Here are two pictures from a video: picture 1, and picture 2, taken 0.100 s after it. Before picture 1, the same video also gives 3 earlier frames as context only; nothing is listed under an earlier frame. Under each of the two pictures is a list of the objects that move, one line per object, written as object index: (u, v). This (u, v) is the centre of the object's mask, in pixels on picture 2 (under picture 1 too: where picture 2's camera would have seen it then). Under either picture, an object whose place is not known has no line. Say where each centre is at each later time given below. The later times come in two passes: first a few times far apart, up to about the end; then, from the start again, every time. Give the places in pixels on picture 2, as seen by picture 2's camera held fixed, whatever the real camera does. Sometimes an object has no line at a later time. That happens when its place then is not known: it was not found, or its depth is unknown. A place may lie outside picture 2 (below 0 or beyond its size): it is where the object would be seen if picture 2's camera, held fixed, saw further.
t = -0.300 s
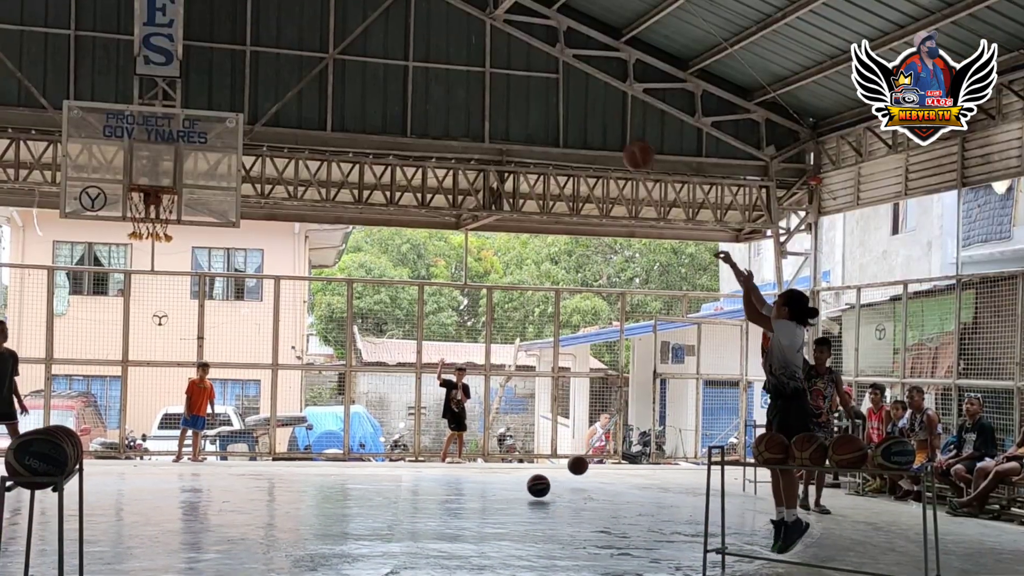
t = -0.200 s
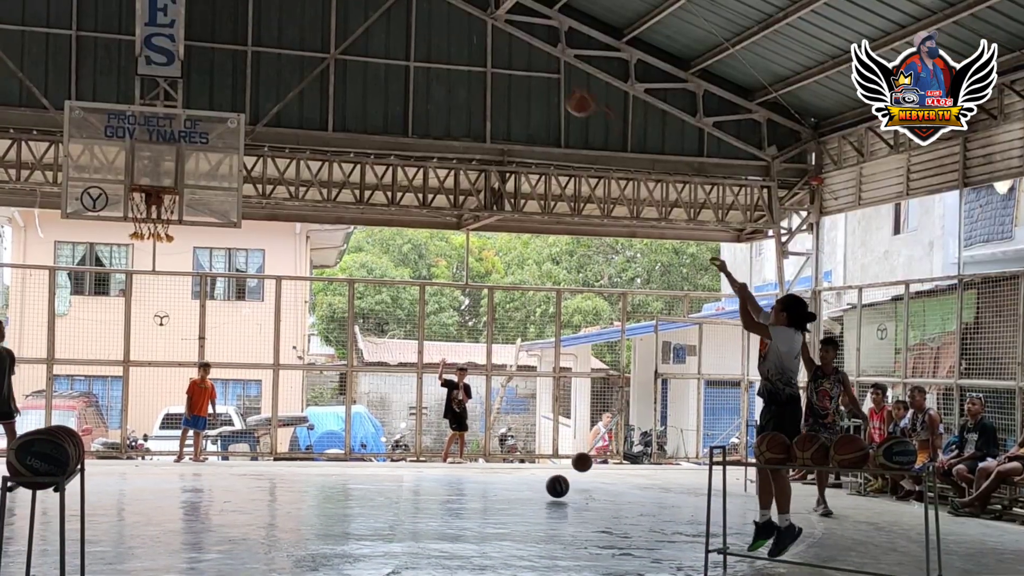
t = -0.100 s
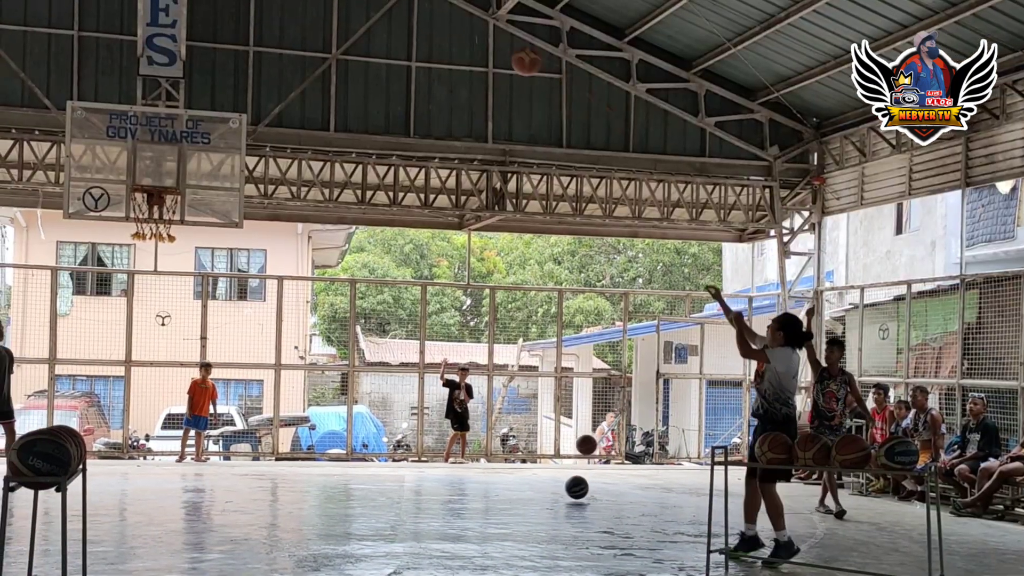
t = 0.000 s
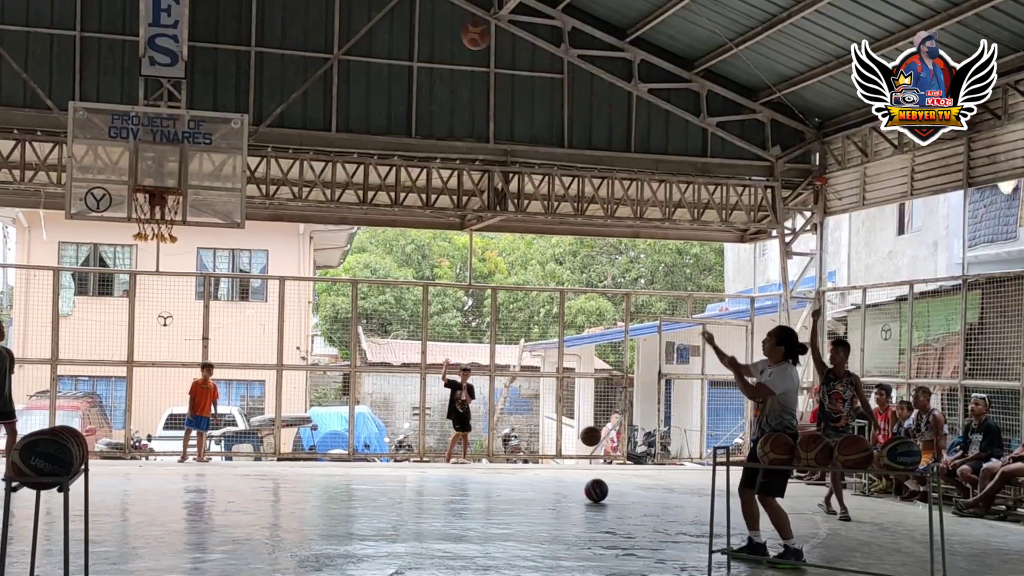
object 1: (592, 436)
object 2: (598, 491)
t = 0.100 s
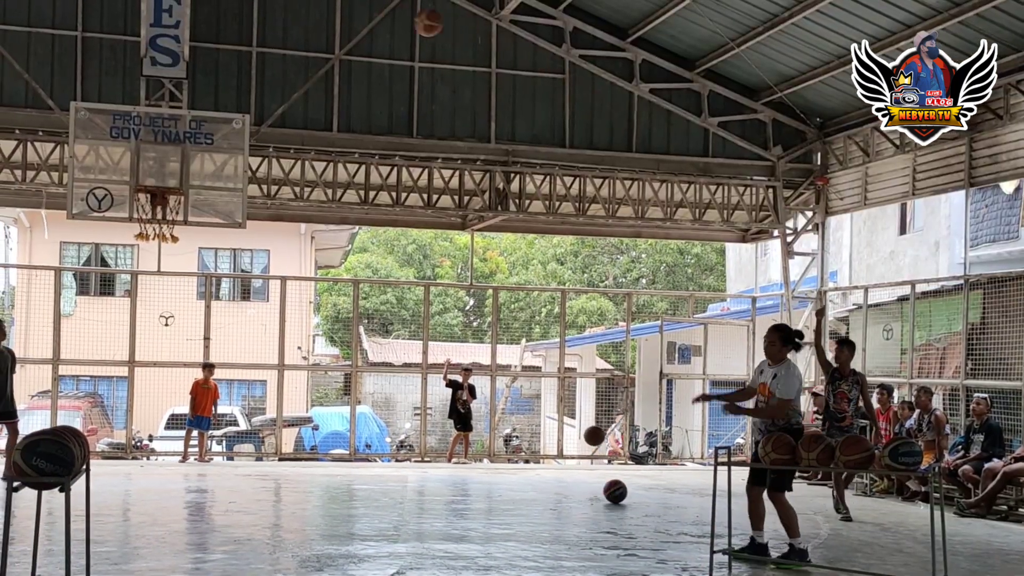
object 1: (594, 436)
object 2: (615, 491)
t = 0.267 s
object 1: (598, 454)
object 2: (644, 492)
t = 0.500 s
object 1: (603, 453)
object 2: (684, 494)
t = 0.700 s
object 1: (607, 447)
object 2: (718, 496)
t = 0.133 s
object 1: (595, 438)
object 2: (621, 491)
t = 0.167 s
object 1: (595, 440)
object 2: (627, 491)
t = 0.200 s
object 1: (596, 444)
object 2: (633, 492)
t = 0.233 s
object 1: (597, 448)
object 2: (638, 492)
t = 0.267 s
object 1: (598, 454)
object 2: (644, 492)
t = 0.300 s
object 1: (598, 460)
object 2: (650, 492)
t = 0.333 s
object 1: (598, 467)
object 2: (655, 492)
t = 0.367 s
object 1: (599, 475)
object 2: (661, 493)
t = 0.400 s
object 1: (600, 468)
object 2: (667, 494)
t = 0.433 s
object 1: (601, 462)
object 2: (673, 494)
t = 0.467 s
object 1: (602, 457)
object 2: (679, 494)
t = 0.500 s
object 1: (603, 453)
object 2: (684, 494)
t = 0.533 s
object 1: (603, 450)
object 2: (690, 494)
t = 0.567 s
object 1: (604, 447)
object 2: (696, 495)
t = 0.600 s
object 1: (605, 446)
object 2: (701, 495)
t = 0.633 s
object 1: (606, 446)
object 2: (707, 495)
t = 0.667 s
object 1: (606, 446)
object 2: (713, 496)
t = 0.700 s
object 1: (607, 447)
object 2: (718, 496)
